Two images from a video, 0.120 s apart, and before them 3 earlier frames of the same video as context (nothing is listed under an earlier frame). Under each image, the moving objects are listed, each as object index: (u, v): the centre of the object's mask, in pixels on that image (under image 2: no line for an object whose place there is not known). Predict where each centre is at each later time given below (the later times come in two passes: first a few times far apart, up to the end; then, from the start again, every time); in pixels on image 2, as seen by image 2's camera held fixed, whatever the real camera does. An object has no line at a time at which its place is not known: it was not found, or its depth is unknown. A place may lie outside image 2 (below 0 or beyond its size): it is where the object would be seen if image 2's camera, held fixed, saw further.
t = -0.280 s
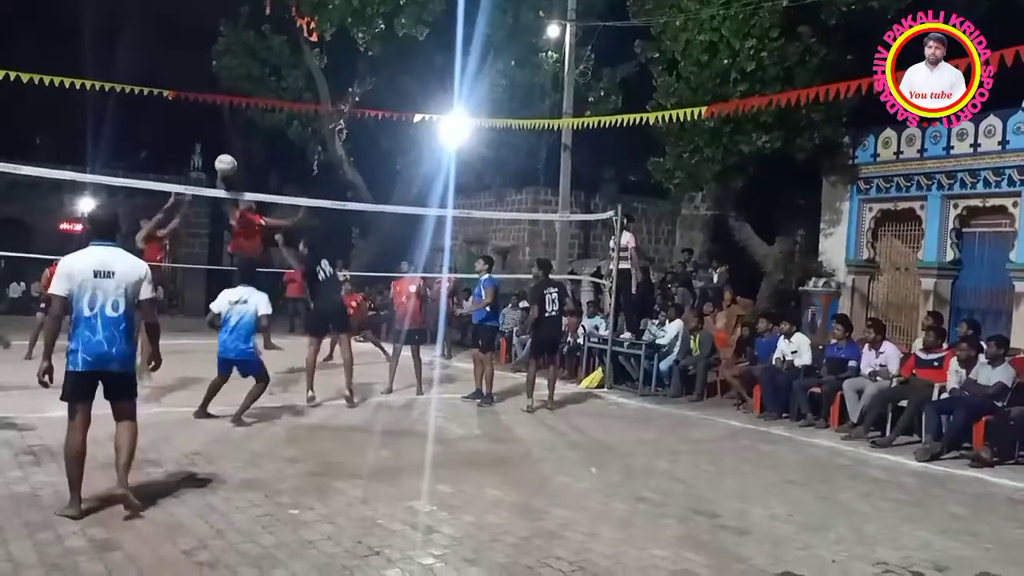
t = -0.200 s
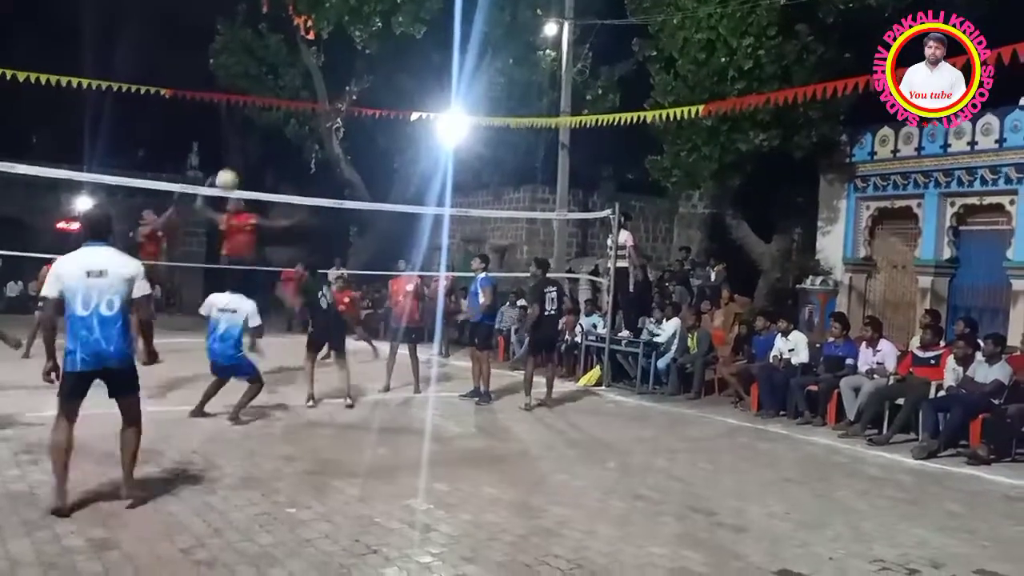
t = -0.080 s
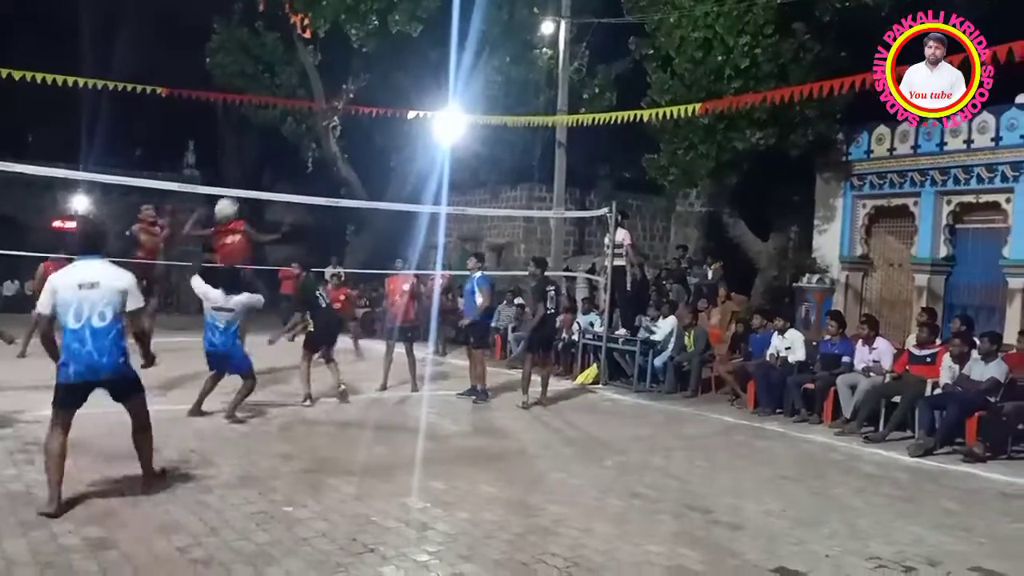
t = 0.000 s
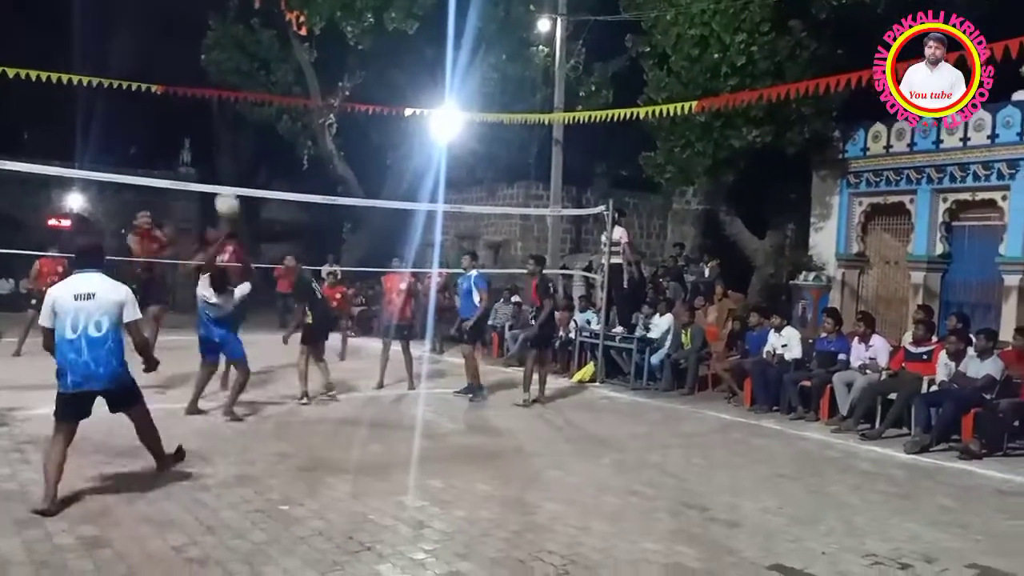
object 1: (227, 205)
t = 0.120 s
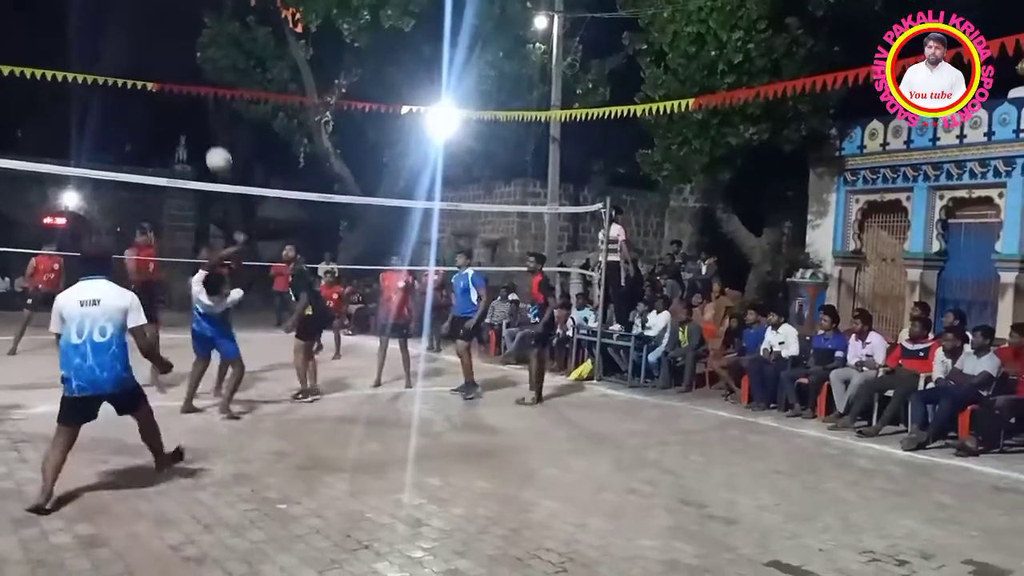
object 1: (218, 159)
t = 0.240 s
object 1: (212, 117)
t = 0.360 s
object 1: (207, 98)
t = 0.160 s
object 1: (217, 147)
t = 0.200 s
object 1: (215, 136)
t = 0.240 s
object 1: (212, 117)
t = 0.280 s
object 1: (210, 109)
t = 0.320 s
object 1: (209, 103)
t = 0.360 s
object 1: (207, 98)
